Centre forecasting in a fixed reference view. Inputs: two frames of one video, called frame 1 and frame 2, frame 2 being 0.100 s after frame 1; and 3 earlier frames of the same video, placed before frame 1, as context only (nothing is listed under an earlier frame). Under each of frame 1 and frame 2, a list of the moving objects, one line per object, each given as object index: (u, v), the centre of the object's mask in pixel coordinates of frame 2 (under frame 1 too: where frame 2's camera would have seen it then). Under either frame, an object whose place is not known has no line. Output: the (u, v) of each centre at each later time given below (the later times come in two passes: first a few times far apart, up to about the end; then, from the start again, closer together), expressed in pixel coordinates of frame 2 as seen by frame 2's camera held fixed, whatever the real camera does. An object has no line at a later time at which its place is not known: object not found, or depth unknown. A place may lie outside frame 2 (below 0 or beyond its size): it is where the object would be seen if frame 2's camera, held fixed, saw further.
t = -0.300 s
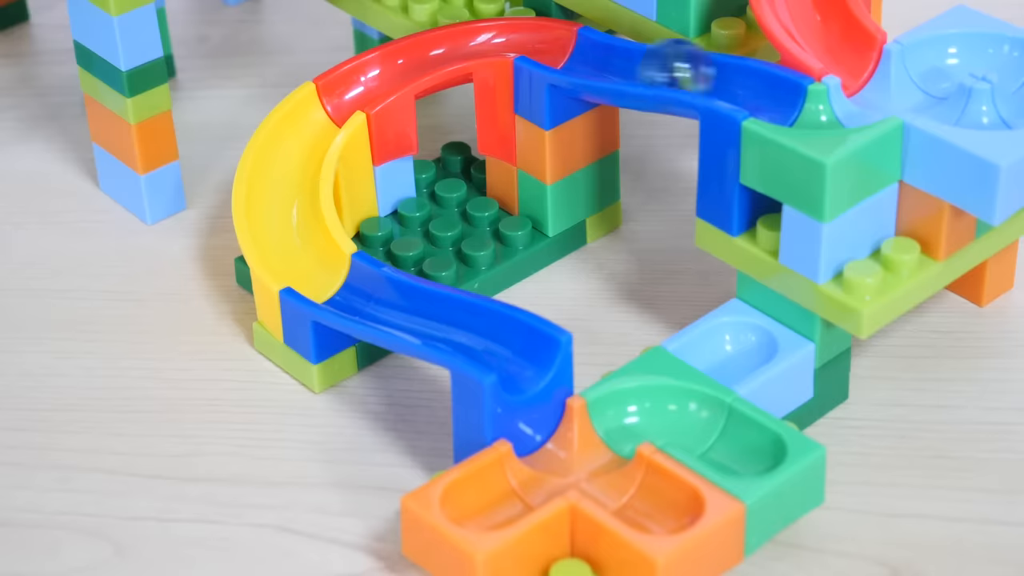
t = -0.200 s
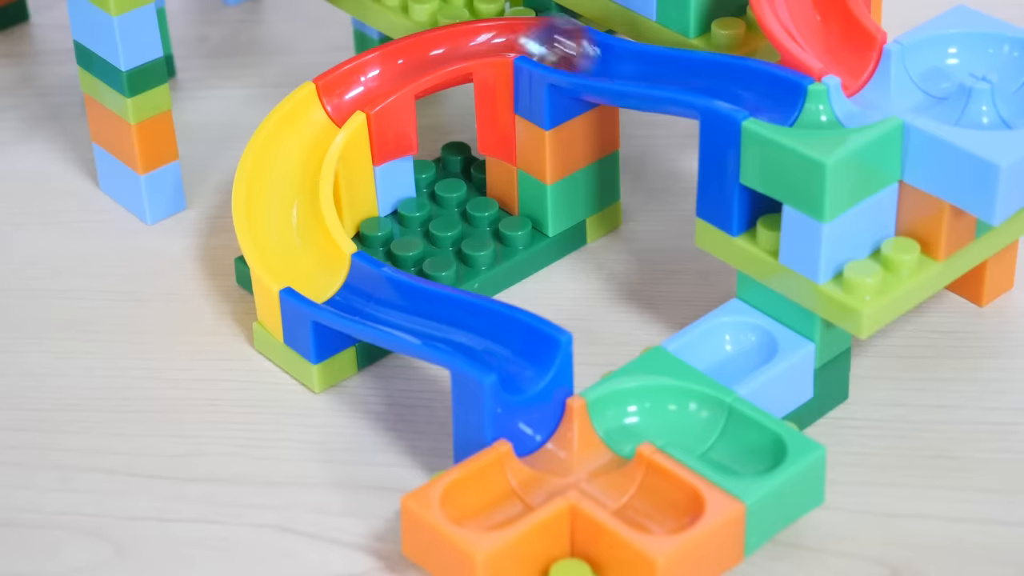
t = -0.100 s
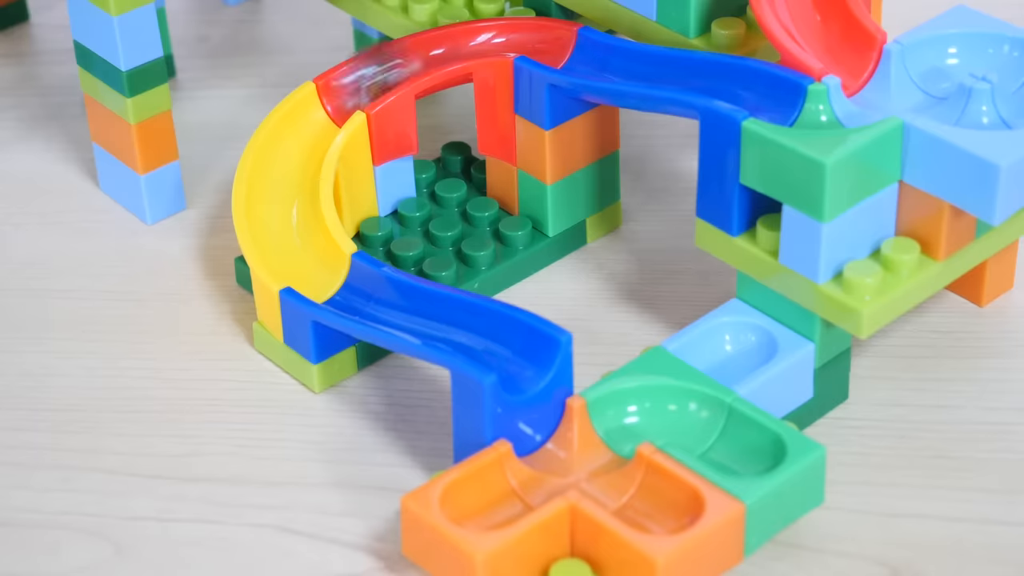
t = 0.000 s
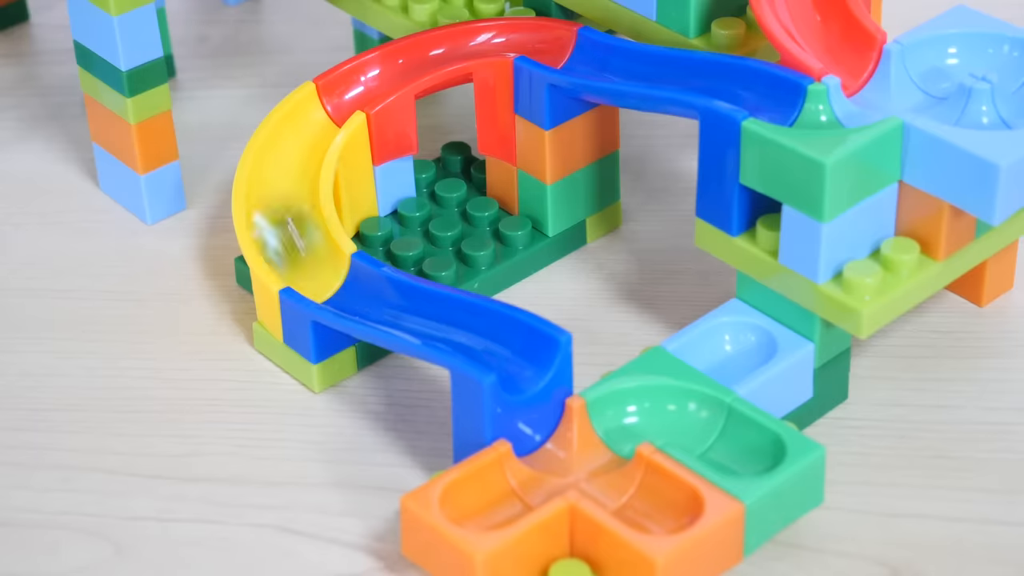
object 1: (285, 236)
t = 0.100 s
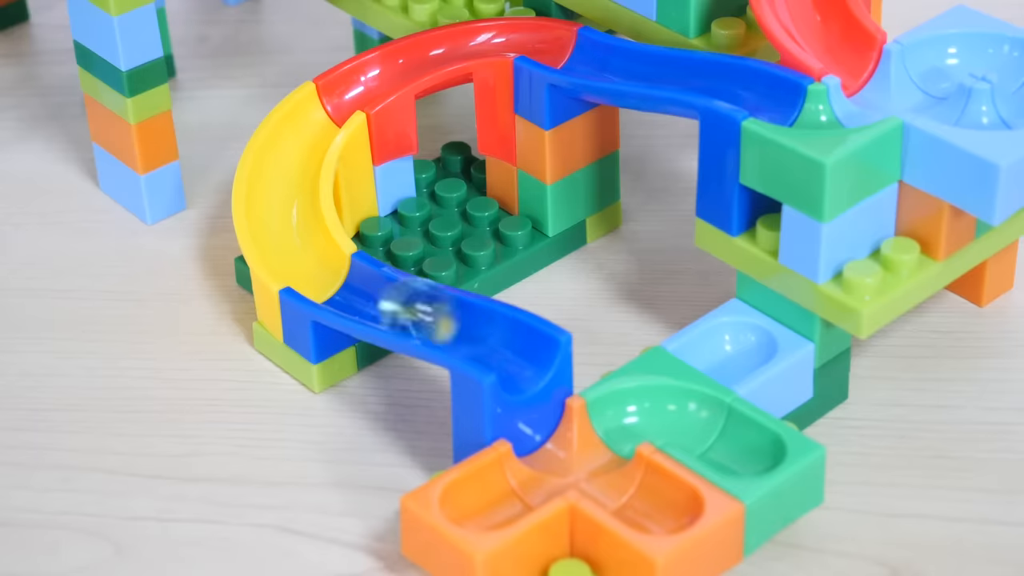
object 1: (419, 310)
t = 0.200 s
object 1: (487, 333)
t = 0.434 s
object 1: (520, 354)
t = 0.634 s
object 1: (470, 327)
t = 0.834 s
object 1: (285, 231)
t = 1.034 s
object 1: (293, 146)
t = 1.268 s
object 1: (367, 293)
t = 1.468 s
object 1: (411, 307)
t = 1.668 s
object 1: (285, 224)
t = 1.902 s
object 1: (292, 241)
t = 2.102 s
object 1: (391, 301)
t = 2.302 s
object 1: (317, 268)
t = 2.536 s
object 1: (294, 246)
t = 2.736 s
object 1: (332, 277)
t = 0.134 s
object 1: (450, 319)
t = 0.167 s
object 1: (470, 327)
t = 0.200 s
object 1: (487, 333)
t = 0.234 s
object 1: (500, 340)
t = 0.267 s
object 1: (510, 345)
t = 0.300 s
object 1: (515, 349)
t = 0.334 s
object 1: (518, 352)
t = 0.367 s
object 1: (519, 353)
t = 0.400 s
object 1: (520, 354)
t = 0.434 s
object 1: (520, 354)
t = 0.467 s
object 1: (518, 353)
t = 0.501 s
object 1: (513, 350)
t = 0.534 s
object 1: (507, 346)
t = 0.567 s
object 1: (498, 340)
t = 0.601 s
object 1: (487, 333)
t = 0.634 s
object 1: (470, 327)
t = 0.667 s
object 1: (448, 318)
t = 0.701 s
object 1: (421, 311)
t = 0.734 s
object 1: (387, 299)
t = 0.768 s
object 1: (353, 289)
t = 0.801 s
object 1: (312, 266)
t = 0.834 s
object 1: (285, 231)
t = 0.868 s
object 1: (279, 202)
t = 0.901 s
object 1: (284, 179)
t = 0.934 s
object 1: (288, 160)
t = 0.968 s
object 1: (292, 149)
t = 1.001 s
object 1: (294, 144)
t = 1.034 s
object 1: (293, 146)
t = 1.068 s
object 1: (289, 157)
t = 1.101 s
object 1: (284, 174)
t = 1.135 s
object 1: (280, 196)
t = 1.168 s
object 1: (284, 227)
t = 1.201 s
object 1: (303, 258)
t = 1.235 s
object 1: (340, 282)
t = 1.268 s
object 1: (367, 293)
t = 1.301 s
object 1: (391, 301)
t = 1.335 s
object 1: (407, 306)
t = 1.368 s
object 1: (418, 309)
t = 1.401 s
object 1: (423, 311)
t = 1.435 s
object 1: (422, 310)
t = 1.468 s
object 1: (411, 307)
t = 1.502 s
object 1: (397, 302)
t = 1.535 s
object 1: (374, 295)
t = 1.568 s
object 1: (349, 287)
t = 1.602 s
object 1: (320, 271)
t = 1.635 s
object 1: (293, 246)
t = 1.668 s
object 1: (285, 224)
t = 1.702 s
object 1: (283, 207)
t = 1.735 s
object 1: (282, 194)
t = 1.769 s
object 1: (283, 189)
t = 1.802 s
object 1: (283, 191)
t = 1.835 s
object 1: (283, 202)
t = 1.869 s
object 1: (284, 220)
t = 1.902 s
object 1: (292, 241)
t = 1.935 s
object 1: (312, 266)
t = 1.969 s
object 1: (340, 281)
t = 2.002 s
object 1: (357, 290)
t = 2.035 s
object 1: (374, 295)
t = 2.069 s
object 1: (385, 299)
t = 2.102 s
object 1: (391, 301)
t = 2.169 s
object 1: (385, 299)
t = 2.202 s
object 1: (374, 295)
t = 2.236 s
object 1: (359, 290)
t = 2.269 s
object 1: (339, 281)
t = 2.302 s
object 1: (317, 268)
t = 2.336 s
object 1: (297, 251)
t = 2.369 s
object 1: (292, 239)
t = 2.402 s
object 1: (287, 230)
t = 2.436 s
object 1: (287, 226)
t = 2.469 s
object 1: (286, 228)
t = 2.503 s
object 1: (290, 235)
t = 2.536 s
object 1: (294, 246)
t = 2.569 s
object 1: (309, 263)
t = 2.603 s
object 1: (320, 271)
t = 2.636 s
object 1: (327, 276)
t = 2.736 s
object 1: (332, 277)
